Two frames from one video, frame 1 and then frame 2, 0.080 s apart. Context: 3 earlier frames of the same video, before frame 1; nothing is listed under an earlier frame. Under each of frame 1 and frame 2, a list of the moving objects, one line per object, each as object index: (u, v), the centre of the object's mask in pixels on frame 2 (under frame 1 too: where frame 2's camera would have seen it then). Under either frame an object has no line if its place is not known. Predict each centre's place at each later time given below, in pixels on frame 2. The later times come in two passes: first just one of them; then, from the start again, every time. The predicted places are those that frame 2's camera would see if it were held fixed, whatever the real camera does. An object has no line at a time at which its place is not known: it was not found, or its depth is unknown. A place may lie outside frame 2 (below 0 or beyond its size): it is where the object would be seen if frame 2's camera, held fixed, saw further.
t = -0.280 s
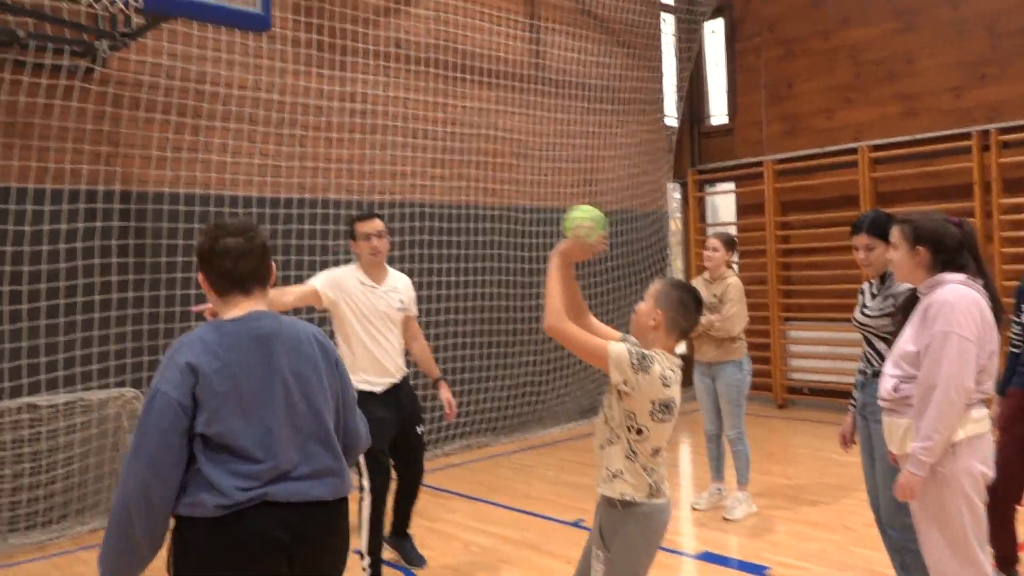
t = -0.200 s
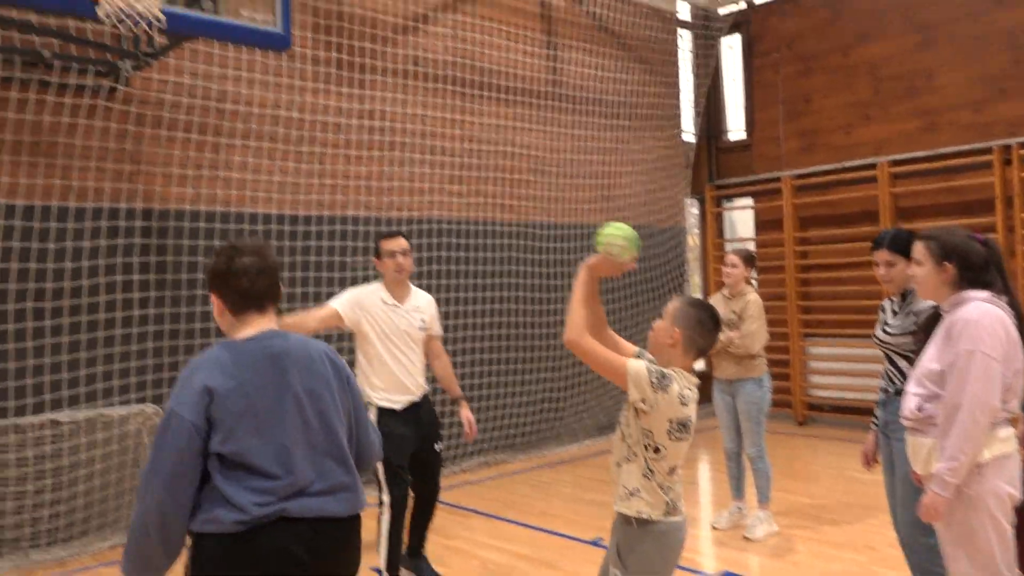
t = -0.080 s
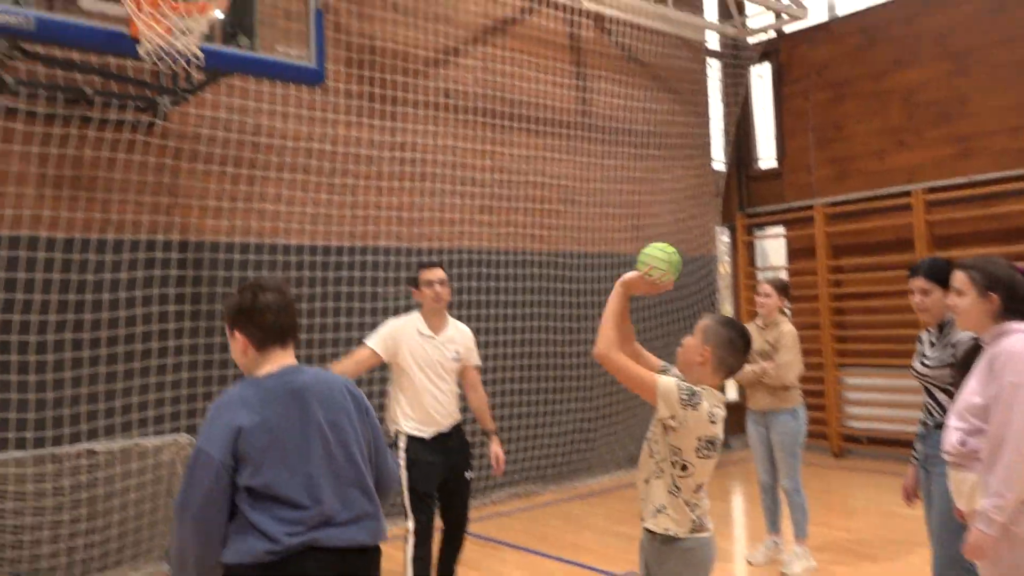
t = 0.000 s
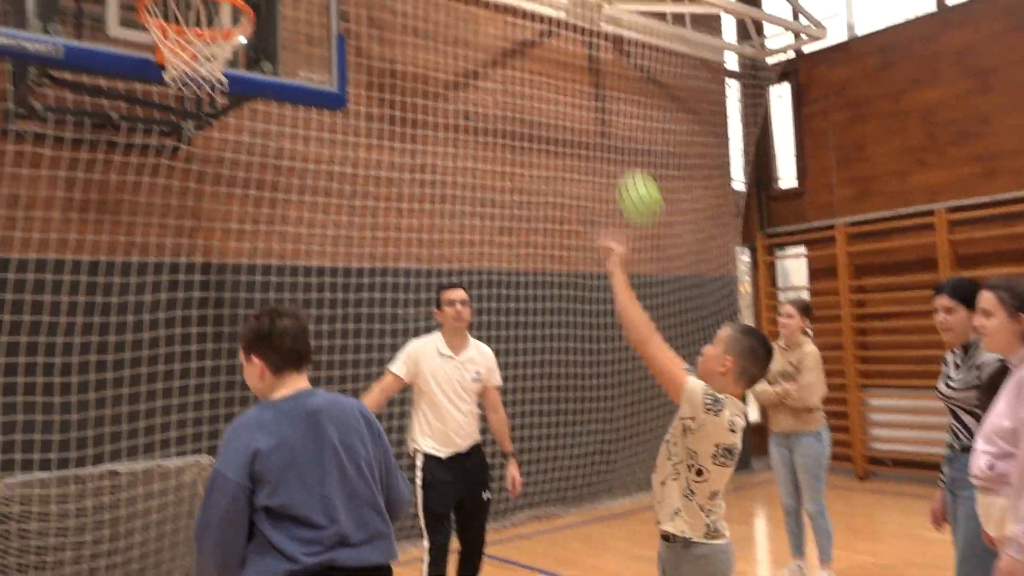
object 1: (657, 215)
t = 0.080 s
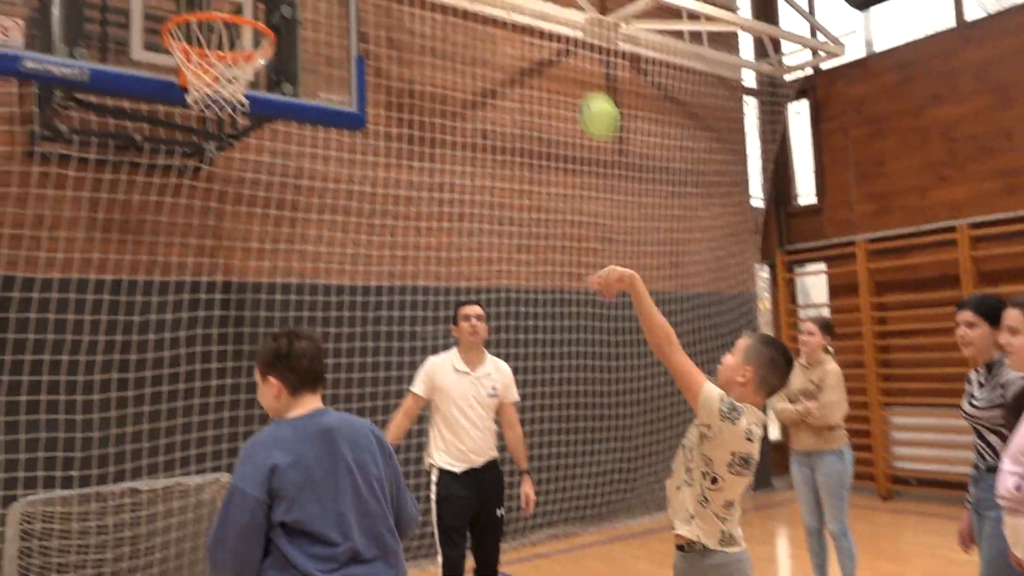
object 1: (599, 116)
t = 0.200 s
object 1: (524, 18)
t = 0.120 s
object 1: (572, 77)
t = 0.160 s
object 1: (548, 46)
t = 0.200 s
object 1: (524, 18)
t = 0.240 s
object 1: (501, -6)
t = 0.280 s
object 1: (480, -21)
